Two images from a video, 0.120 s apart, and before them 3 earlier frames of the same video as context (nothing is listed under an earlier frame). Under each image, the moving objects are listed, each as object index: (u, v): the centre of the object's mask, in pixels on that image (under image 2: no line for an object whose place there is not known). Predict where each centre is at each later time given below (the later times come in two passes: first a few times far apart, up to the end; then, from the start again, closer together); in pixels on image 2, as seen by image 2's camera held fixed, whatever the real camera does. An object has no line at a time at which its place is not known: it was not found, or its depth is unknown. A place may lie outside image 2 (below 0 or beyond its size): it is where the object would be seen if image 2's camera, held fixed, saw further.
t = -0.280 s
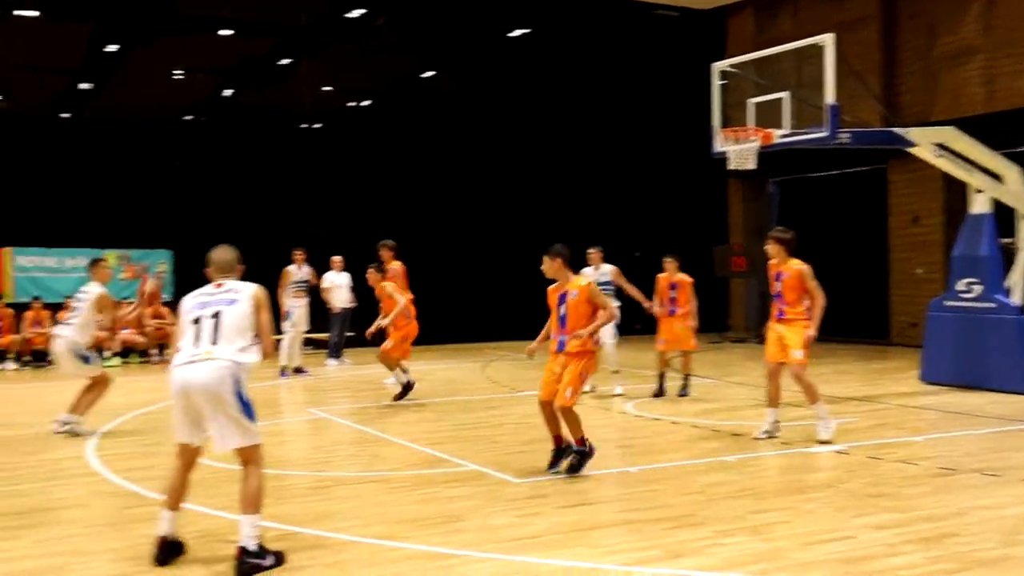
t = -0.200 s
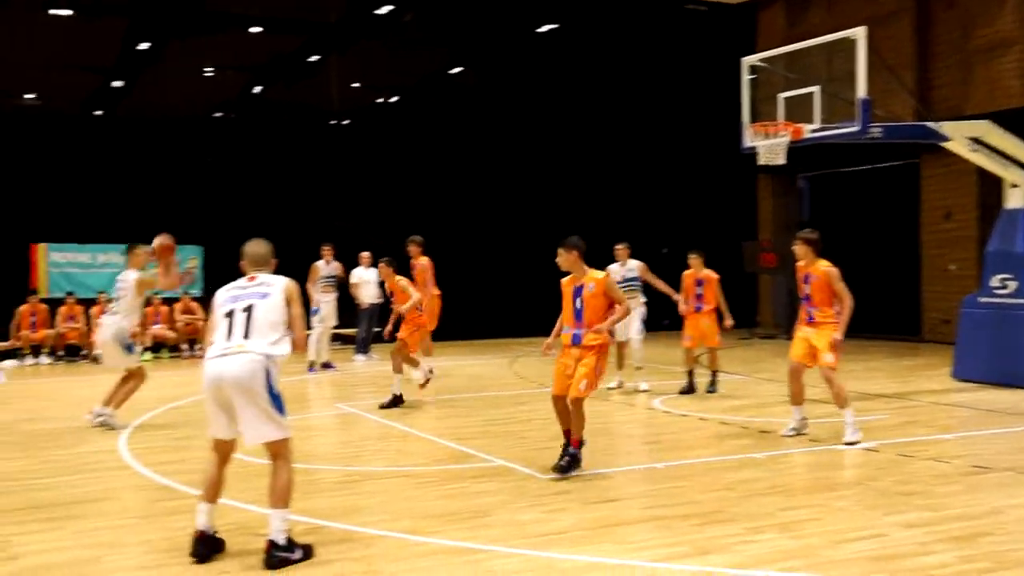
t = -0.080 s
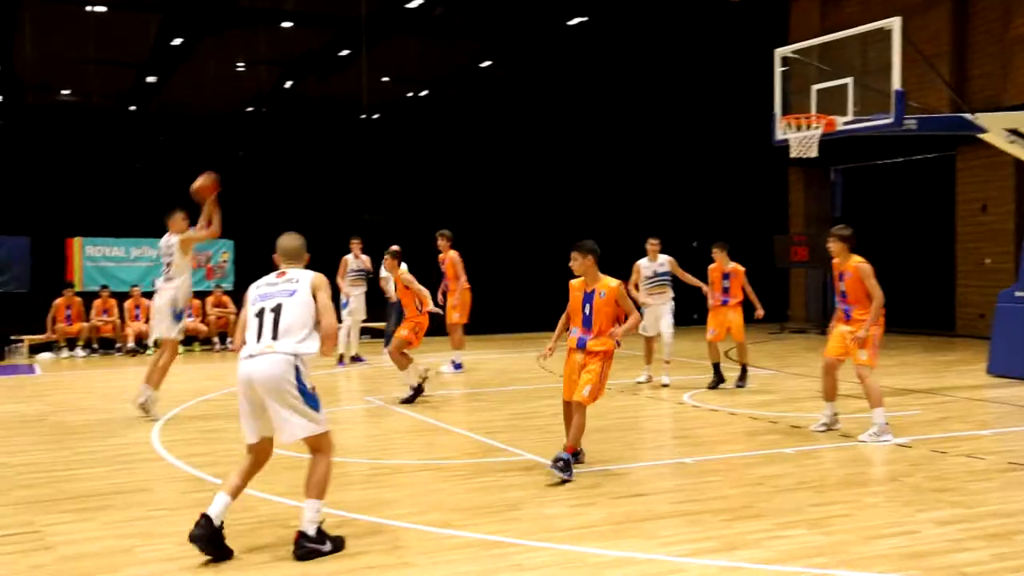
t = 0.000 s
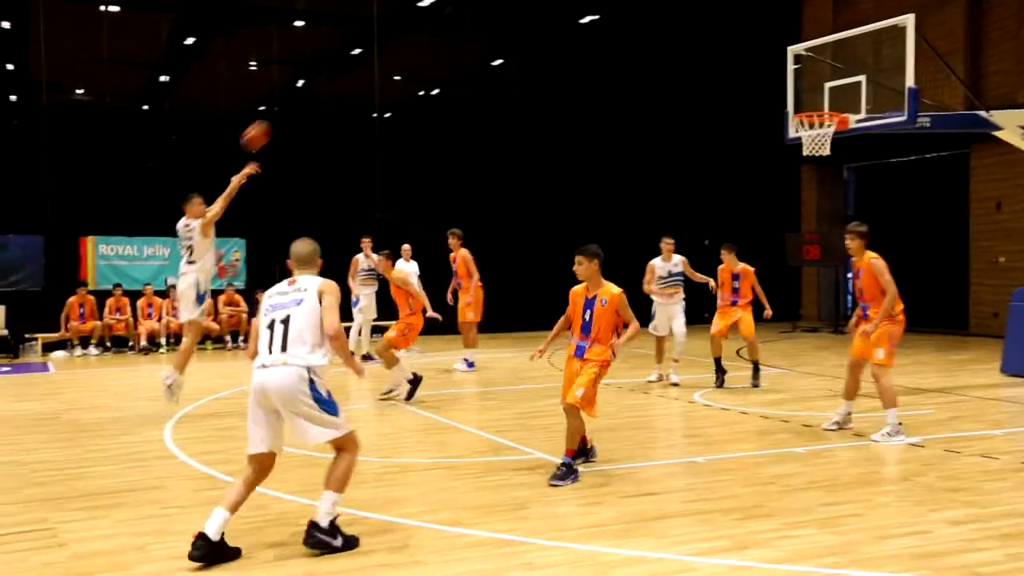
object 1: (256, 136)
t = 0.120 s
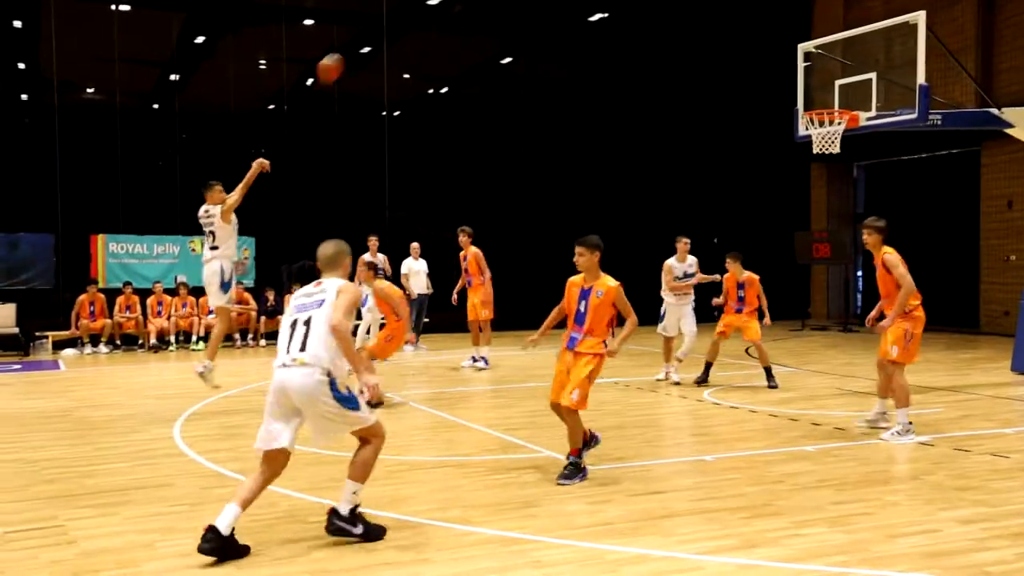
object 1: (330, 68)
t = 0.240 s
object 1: (393, 17)
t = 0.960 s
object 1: (746, 3)
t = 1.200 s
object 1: (832, 92)
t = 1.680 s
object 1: (811, 174)
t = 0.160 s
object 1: (350, 49)
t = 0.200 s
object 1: (373, 32)
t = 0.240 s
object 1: (393, 17)
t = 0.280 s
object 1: (412, 8)
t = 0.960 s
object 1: (746, 3)
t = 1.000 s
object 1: (763, 14)
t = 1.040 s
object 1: (781, 28)
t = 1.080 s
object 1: (797, 42)
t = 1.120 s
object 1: (816, 61)
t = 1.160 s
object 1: (832, 76)
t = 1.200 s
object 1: (832, 92)
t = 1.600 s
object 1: (810, 154)
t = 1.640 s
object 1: (811, 163)
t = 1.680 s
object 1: (811, 174)
